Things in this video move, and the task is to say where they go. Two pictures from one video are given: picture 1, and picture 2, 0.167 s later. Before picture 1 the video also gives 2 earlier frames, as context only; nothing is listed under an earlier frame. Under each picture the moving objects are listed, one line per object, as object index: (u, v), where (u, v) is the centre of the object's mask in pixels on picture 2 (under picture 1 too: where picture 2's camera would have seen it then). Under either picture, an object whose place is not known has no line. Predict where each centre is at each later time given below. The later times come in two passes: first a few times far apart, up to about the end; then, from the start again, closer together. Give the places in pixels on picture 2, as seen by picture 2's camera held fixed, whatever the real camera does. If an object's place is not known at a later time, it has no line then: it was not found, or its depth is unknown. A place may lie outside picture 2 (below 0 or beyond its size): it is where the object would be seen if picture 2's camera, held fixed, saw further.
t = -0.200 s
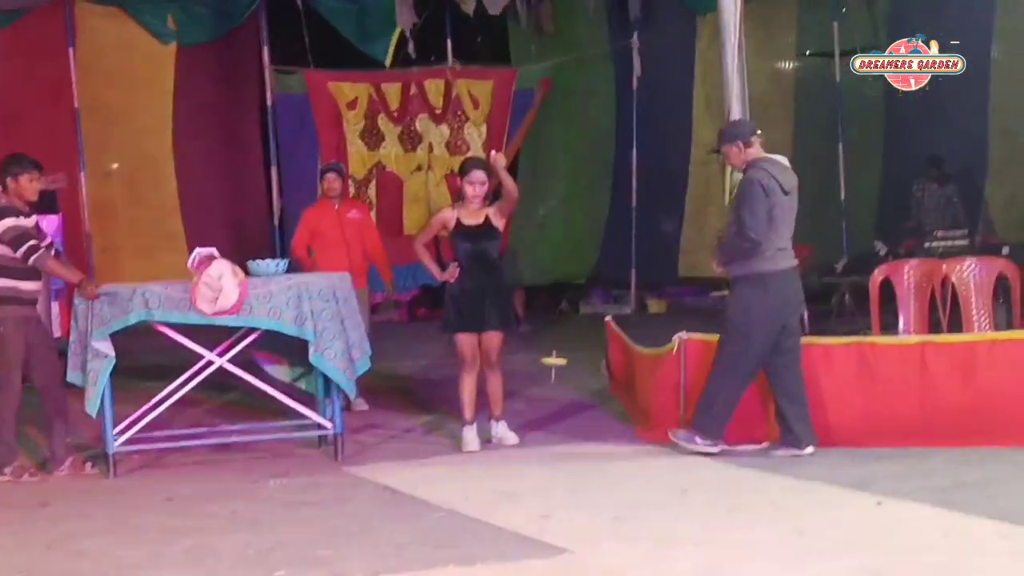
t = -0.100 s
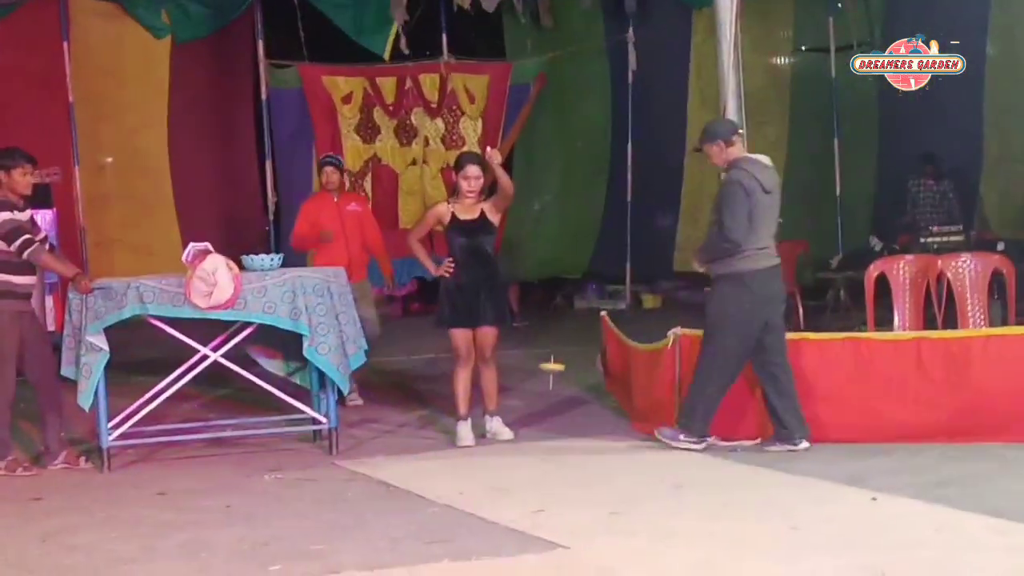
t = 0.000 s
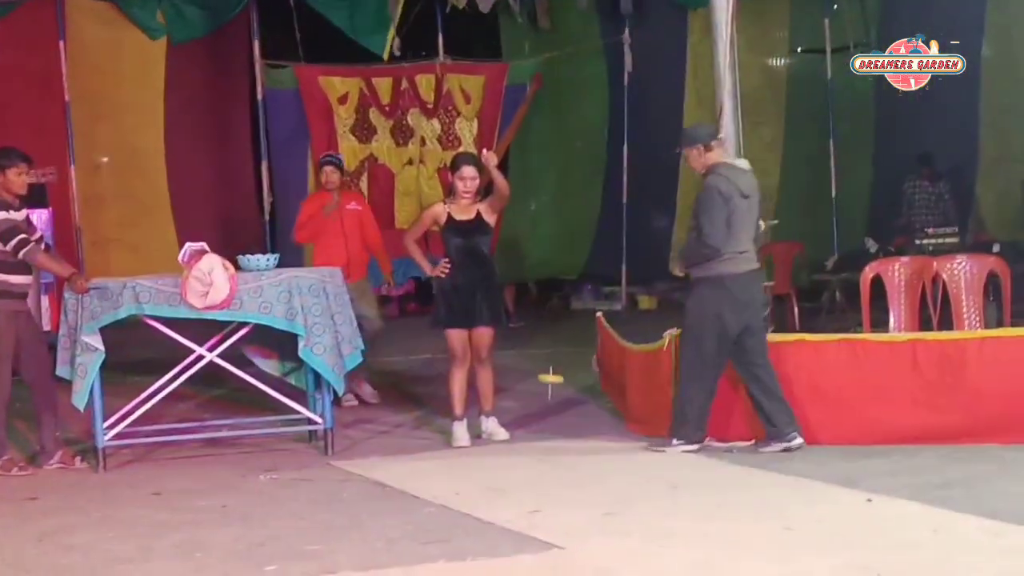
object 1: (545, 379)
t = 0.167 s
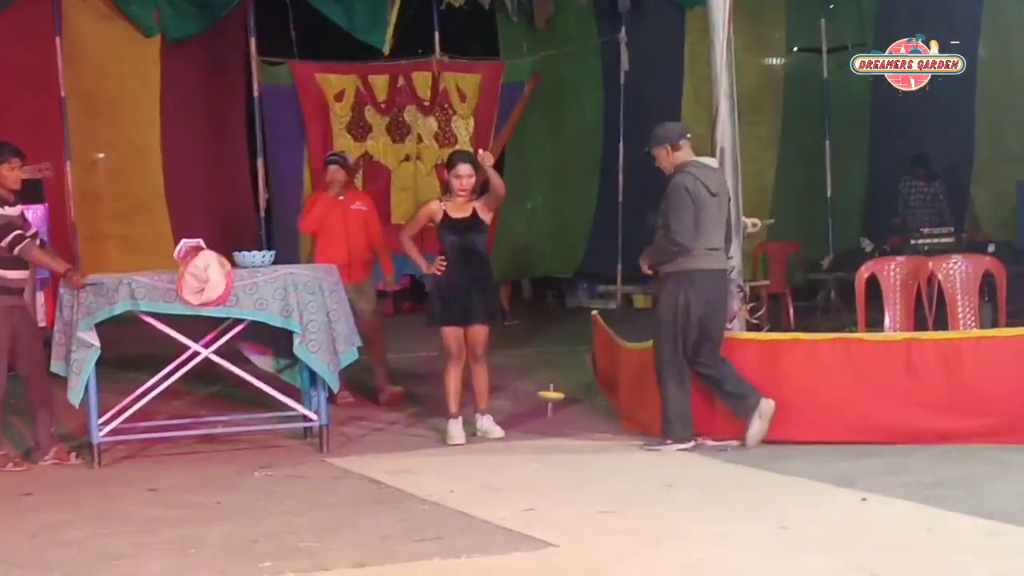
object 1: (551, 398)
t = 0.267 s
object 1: (552, 405)
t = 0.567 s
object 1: (564, 426)
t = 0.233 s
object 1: (551, 401)
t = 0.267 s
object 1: (552, 405)
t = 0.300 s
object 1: (553, 407)
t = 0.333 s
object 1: (554, 411)
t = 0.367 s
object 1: (555, 414)
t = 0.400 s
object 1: (556, 416)
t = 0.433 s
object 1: (557, 418)
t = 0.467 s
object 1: (558, 420)
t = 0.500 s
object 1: (560, 422)
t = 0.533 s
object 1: (561, 425)
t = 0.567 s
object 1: (564, 426)
